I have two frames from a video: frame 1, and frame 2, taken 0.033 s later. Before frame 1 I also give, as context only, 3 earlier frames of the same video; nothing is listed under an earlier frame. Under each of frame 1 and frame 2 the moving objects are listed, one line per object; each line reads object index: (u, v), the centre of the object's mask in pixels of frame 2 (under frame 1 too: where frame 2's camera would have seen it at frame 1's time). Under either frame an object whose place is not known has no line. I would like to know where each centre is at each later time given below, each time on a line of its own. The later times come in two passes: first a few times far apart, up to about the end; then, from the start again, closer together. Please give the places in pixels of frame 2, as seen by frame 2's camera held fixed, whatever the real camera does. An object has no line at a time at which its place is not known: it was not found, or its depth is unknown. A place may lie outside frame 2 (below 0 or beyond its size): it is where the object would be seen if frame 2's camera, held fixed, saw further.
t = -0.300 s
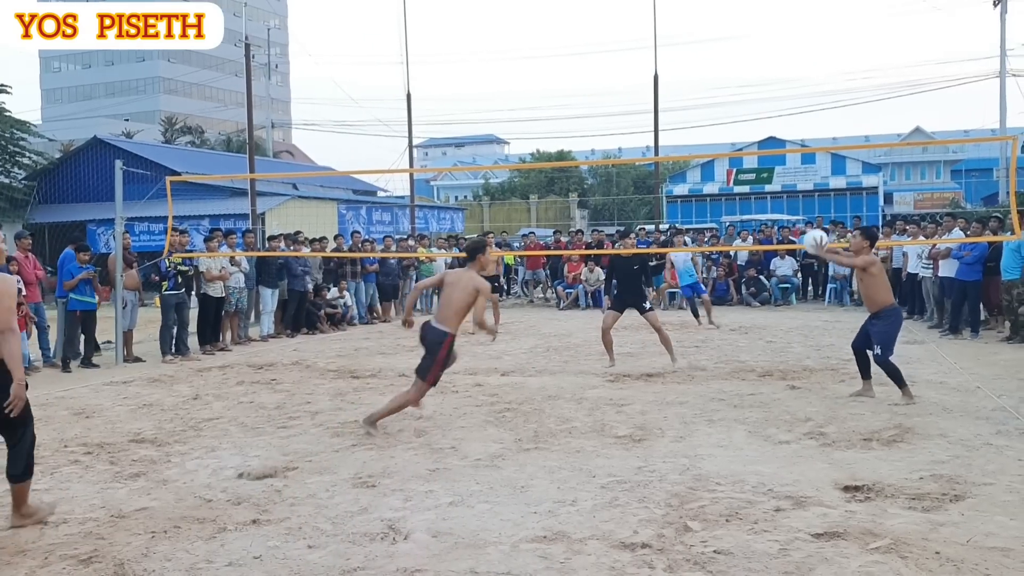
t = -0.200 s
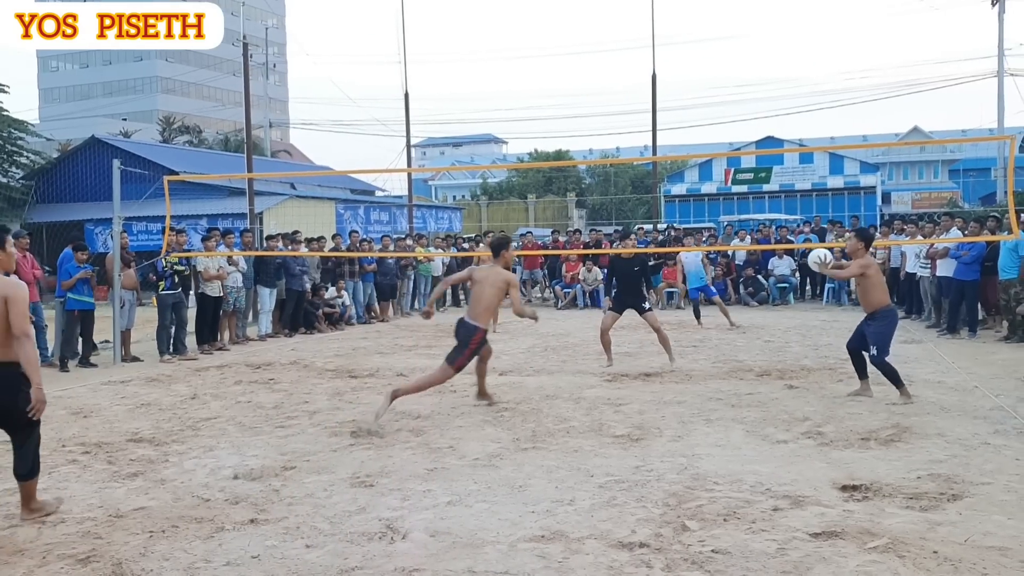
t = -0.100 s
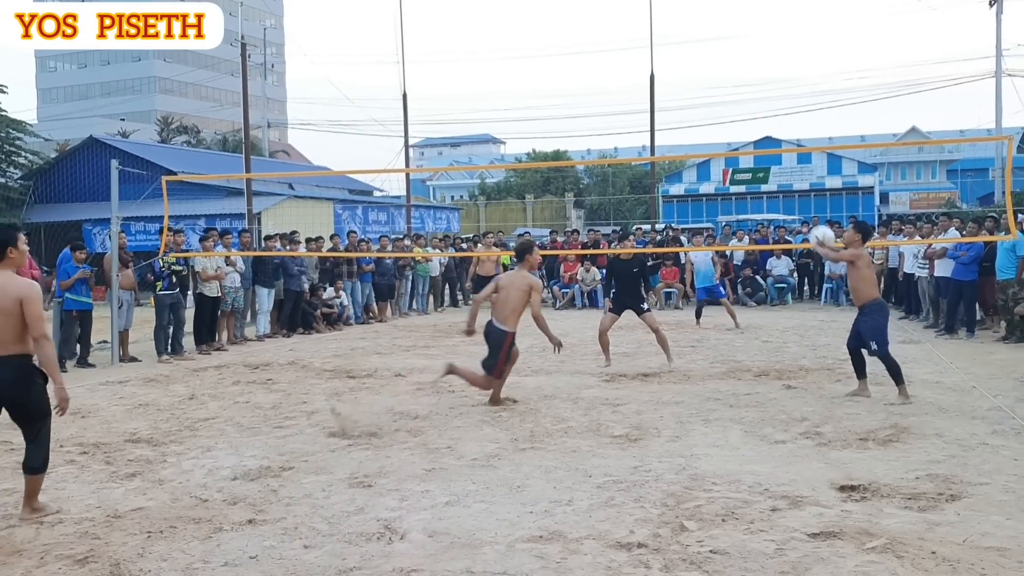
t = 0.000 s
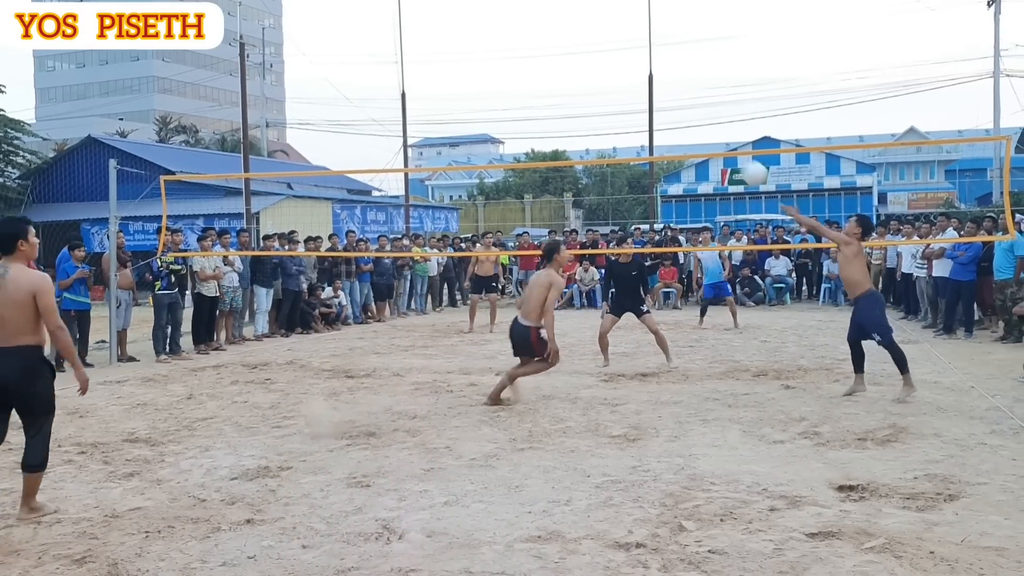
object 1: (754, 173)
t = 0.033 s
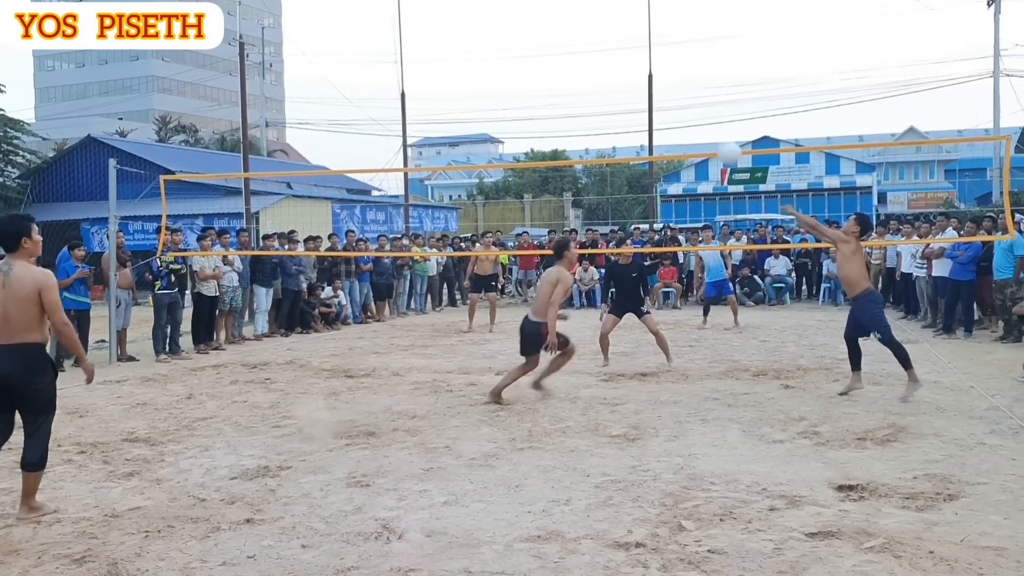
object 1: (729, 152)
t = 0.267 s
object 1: (567, 53)
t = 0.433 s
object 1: (465, 22)
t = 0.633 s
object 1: (355, 22)
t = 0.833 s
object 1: (259, 57)
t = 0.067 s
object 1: (703, 134)
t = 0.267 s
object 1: (567, 53)
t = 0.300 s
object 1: (546, 44)
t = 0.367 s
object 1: (505, 31)
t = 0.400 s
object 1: (485, 26)
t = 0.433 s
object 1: (465, 22)
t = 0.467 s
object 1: (446, 20)
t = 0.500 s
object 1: (427, 18)
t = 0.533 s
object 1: (408, 17)
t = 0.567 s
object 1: (390, 18)
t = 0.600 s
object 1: (373, 20)
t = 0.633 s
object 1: (355, 22)
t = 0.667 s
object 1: (338, 26)
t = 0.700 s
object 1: (321, 30)
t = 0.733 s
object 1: (305, 36)
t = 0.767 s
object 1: (289, 43)
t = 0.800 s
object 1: (274, 49)
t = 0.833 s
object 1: (259, 57)
